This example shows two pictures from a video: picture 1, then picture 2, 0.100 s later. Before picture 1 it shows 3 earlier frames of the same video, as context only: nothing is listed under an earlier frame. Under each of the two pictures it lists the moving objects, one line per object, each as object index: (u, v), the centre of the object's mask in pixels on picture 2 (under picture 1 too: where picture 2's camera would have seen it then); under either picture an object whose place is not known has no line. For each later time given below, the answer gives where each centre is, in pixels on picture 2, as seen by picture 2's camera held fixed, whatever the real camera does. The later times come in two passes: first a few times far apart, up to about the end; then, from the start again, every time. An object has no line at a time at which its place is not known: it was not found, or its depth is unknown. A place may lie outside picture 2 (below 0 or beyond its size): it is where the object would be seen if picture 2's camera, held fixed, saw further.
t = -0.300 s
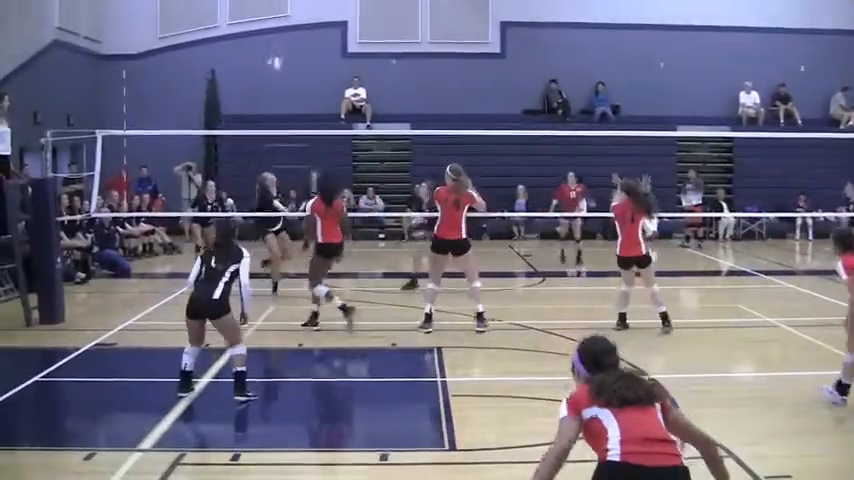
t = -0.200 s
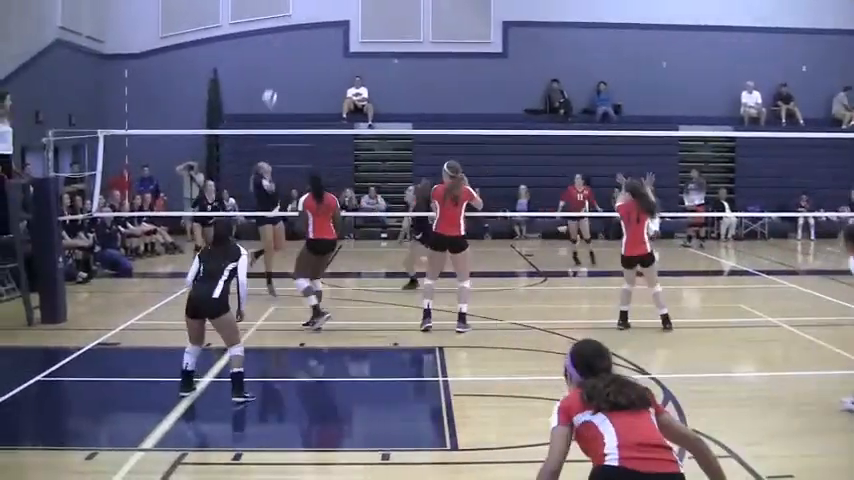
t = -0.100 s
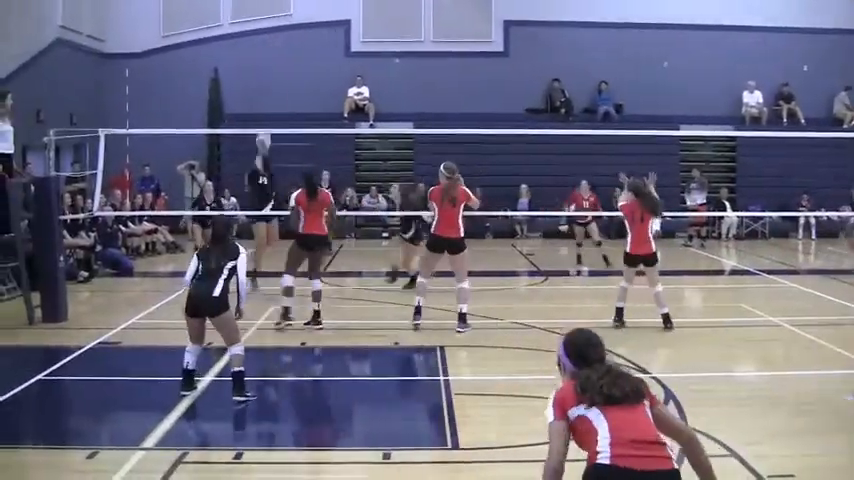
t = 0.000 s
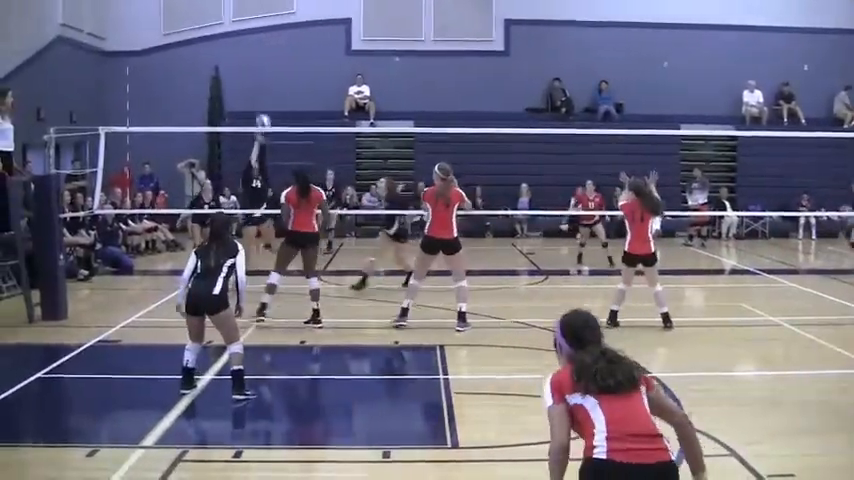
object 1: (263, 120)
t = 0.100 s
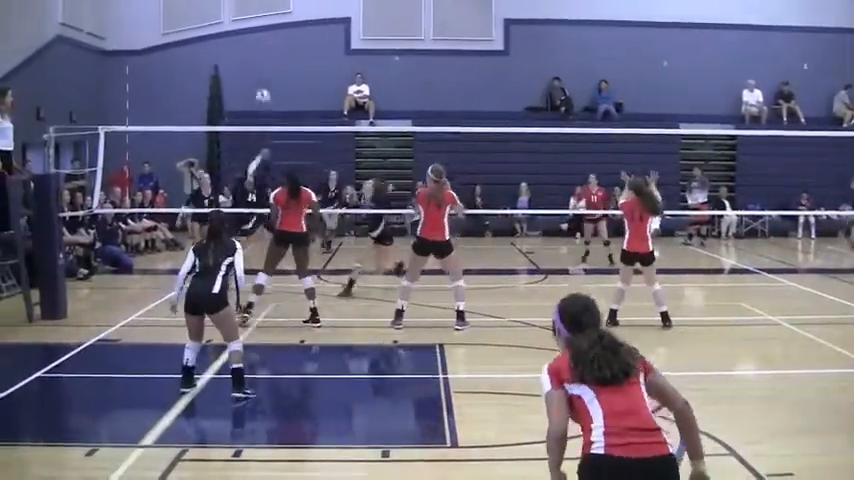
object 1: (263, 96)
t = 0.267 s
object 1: (264, 75)
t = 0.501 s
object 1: (264, 76)
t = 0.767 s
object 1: (264, 120)
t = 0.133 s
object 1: (263, 90)
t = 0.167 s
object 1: (263, 86)
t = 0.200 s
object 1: (263, 81)
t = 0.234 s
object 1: (264, 78)
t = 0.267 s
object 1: (264, 75)
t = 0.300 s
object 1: (263, 73)
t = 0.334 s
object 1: (263, 71)
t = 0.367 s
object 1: (264, 71)
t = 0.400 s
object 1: (265, 72)
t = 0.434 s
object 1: (263, 73)
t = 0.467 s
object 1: (263, 73)
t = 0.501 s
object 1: (264, 76)
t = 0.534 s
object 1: (264, 78)
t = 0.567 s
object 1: (264, 81)
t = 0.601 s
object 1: (265, 86)
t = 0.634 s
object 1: (264, 93)
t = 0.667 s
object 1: (264, 100)
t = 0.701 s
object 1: (265, 105)
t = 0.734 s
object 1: (264, 114)
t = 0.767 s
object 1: (264, 120)
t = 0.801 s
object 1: (265, 128)
